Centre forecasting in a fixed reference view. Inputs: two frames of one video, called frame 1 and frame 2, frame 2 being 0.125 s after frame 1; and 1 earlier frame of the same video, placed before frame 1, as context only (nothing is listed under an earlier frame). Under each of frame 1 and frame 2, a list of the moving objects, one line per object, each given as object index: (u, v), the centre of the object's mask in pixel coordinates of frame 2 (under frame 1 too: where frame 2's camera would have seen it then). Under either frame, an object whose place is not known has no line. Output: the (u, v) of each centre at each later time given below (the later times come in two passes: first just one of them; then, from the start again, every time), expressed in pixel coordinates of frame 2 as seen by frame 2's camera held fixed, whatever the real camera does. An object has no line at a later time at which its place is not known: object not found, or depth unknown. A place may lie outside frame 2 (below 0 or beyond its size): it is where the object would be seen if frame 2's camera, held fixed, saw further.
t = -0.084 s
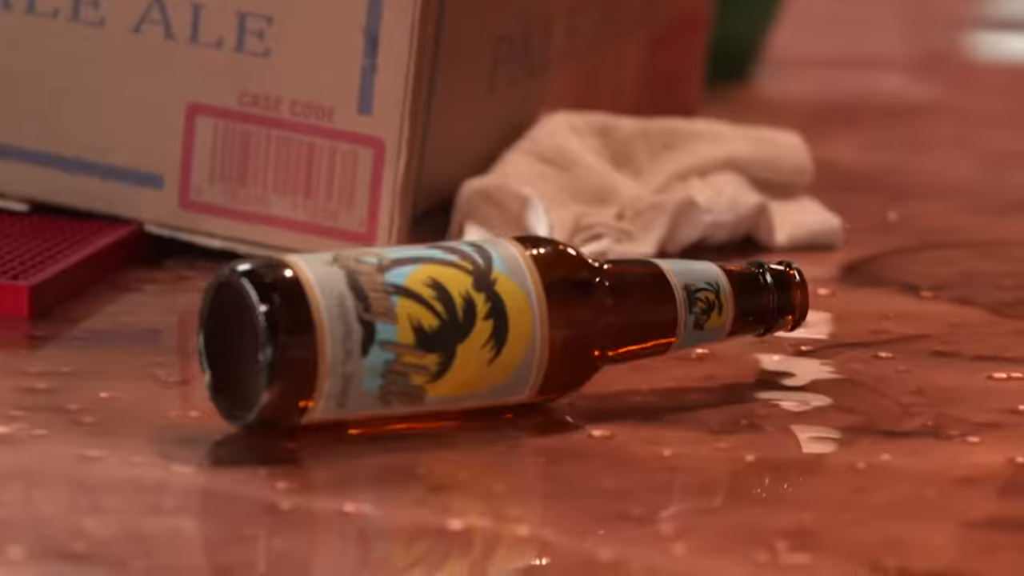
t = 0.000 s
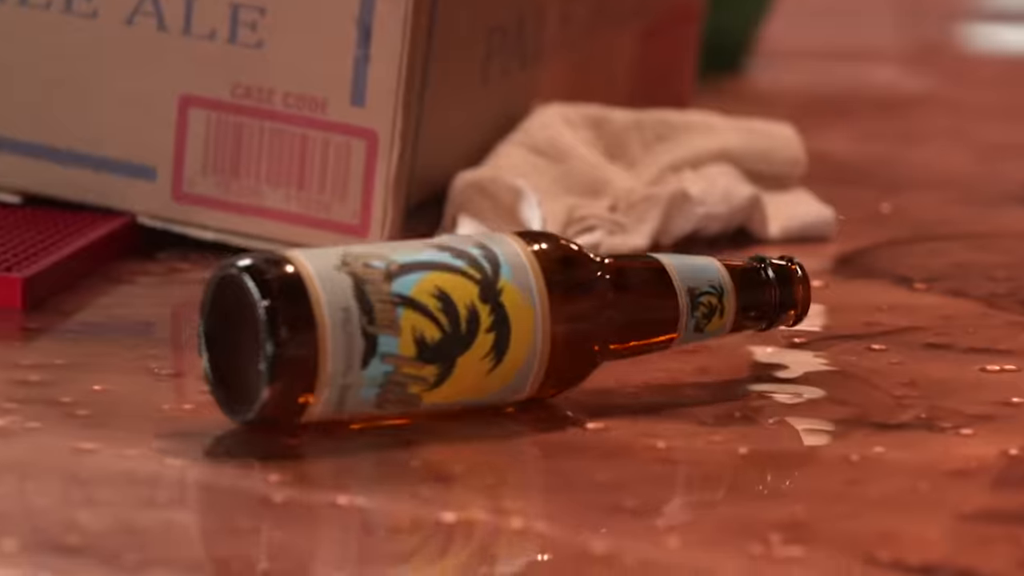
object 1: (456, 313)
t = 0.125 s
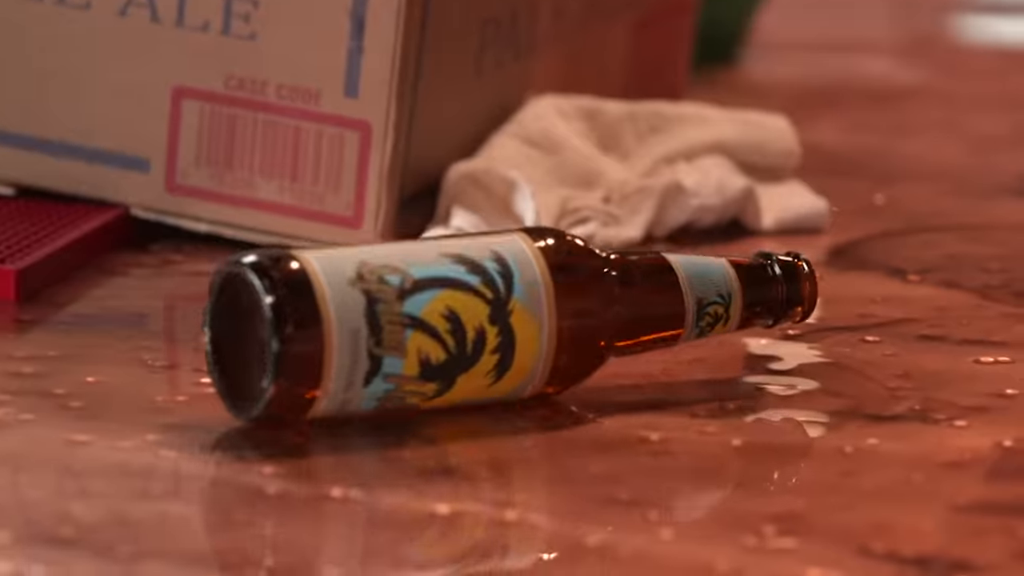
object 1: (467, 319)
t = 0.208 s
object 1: (474, 321)
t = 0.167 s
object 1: (471, 320)
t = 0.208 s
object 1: (474, 321)
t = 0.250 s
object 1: (478, 323)
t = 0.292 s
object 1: (484, 325)
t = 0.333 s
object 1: (489, 328)
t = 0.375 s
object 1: (495, 331)
